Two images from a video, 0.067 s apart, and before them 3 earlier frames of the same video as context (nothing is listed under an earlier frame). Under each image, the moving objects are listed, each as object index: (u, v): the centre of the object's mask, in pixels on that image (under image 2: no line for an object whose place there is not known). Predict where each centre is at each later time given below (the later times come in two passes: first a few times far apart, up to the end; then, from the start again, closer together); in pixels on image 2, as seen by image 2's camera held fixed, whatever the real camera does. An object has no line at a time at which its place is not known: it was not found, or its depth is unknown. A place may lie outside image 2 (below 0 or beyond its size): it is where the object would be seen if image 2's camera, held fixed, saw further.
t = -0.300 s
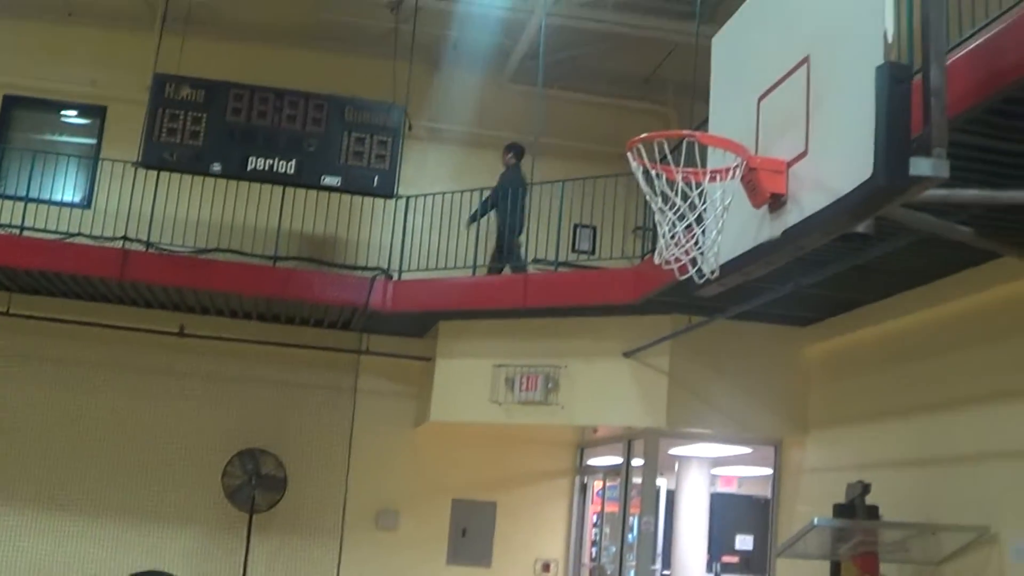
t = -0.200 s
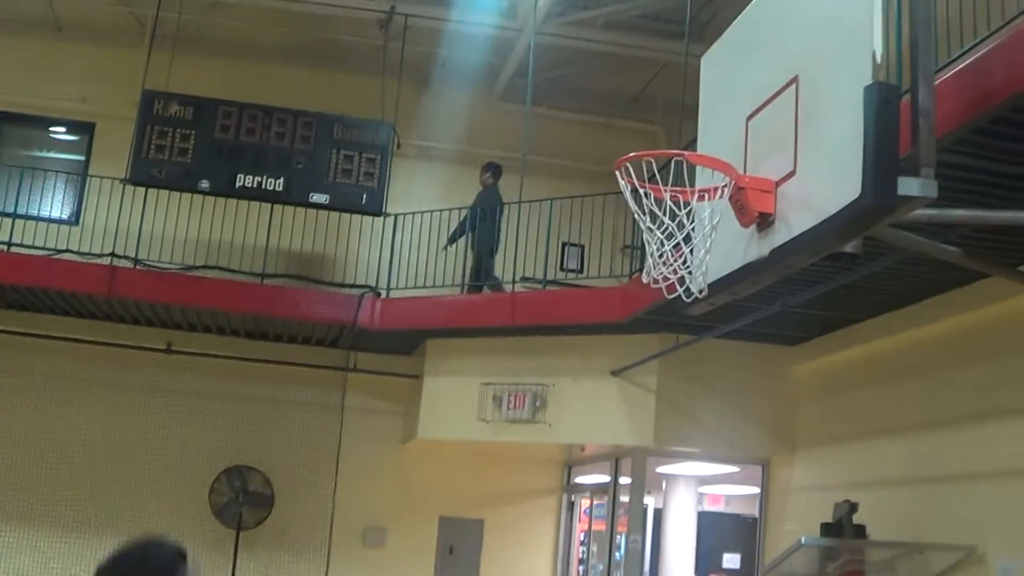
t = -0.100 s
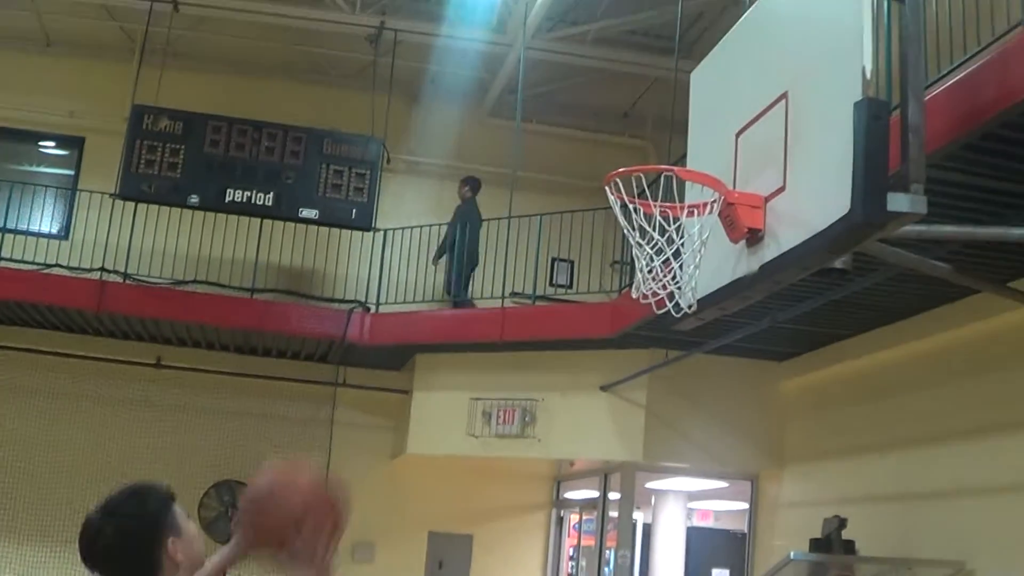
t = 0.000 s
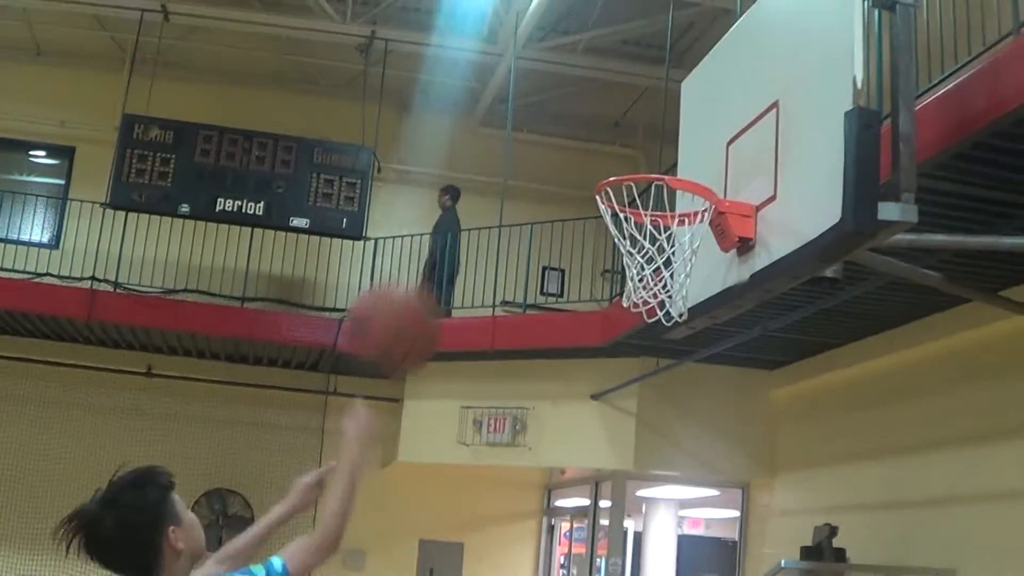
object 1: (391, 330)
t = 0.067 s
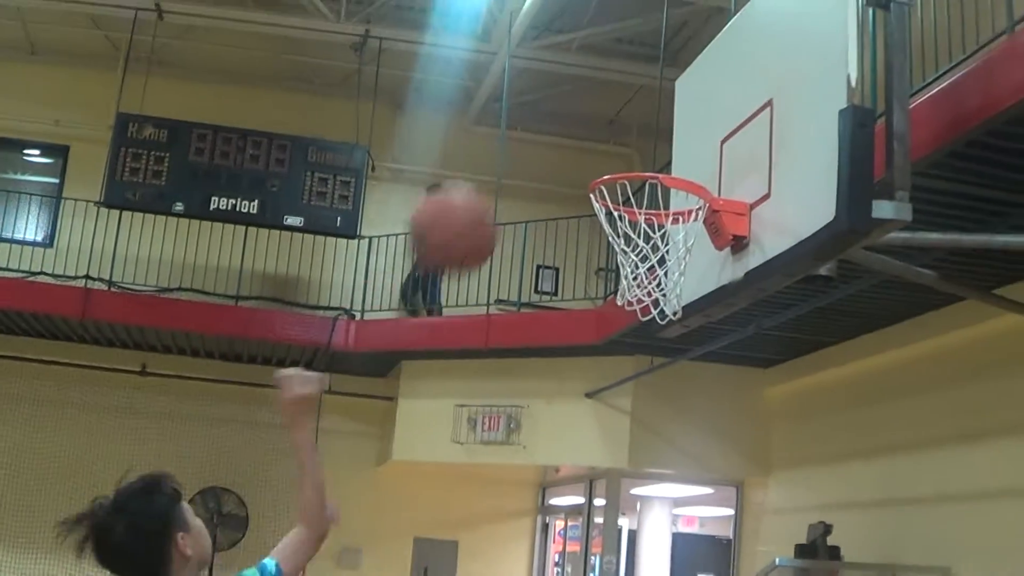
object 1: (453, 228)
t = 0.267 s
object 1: (595, 86)
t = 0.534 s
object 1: (721, 100)
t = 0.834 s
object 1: (628, 218)
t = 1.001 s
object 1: (684, 333)
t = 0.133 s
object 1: (508, 161)
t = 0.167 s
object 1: (533, 135)
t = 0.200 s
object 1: (555, 114)
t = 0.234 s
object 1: (575, 97)
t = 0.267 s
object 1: (595, 86)
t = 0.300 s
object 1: (614, 77)
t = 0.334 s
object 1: (631, 71)
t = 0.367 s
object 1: (650, 68)
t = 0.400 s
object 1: (665, 70)
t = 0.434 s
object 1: (680, 73)
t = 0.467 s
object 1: (694, 79)
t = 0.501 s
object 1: (708, 88)
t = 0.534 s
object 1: (721, 100)
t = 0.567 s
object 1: (734, 113)
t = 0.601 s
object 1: (730, 123)
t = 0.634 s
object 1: (710, 131)
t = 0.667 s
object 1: (690, 141)
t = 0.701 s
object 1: (668, 151)
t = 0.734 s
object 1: (648, 158)
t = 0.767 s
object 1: (627, 183)
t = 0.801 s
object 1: (620, 207)
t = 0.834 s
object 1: (628, 218)
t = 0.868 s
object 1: (643, 235)
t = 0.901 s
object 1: (655, 262)
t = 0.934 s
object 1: (666, 285)
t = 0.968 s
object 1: (675, 314)
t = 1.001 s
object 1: (684, 333)
